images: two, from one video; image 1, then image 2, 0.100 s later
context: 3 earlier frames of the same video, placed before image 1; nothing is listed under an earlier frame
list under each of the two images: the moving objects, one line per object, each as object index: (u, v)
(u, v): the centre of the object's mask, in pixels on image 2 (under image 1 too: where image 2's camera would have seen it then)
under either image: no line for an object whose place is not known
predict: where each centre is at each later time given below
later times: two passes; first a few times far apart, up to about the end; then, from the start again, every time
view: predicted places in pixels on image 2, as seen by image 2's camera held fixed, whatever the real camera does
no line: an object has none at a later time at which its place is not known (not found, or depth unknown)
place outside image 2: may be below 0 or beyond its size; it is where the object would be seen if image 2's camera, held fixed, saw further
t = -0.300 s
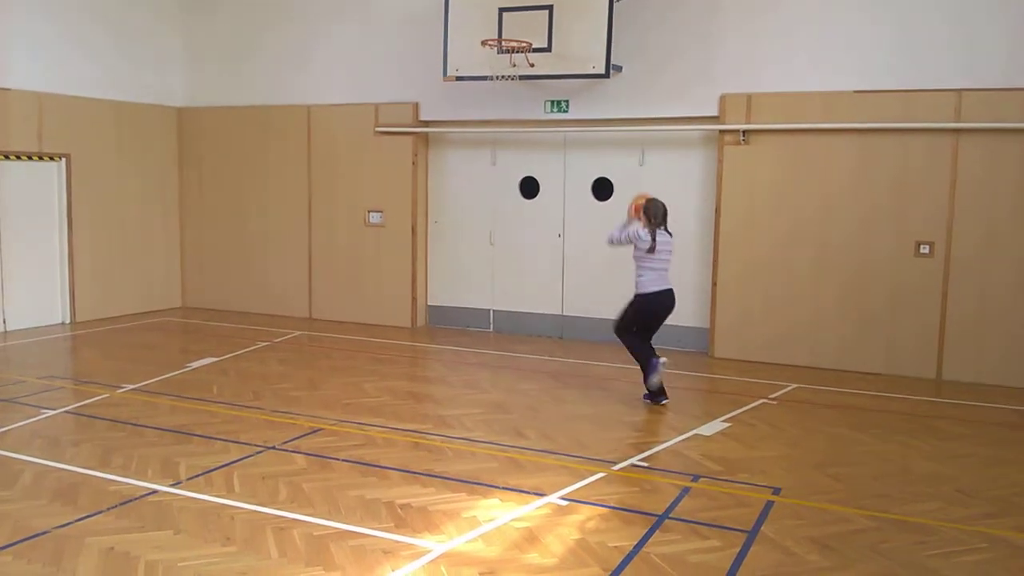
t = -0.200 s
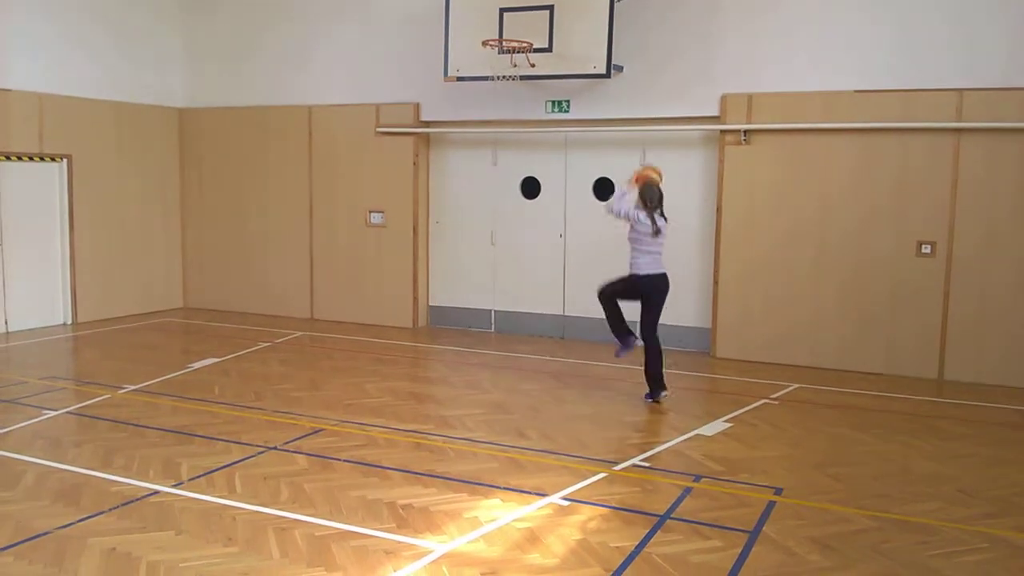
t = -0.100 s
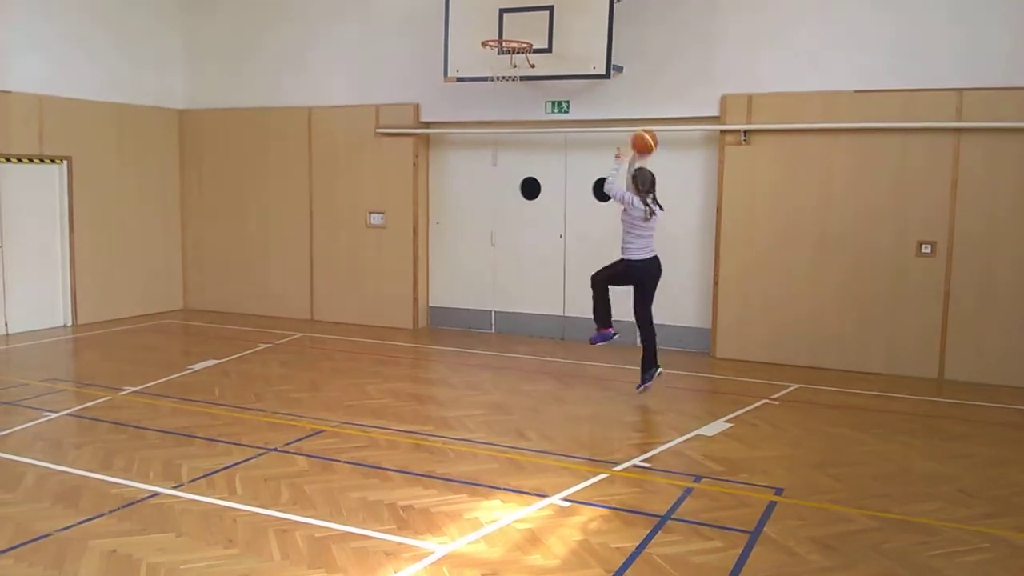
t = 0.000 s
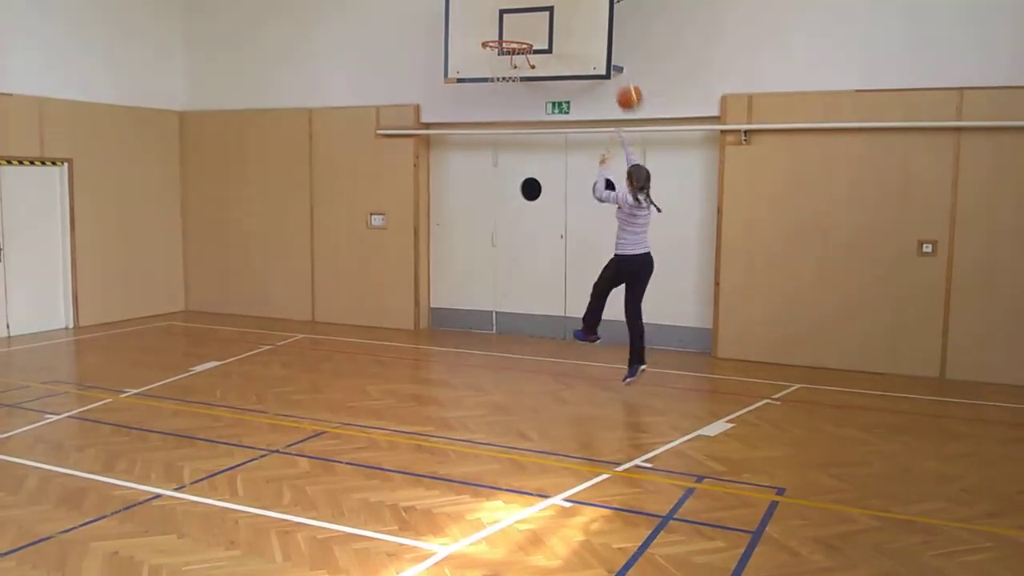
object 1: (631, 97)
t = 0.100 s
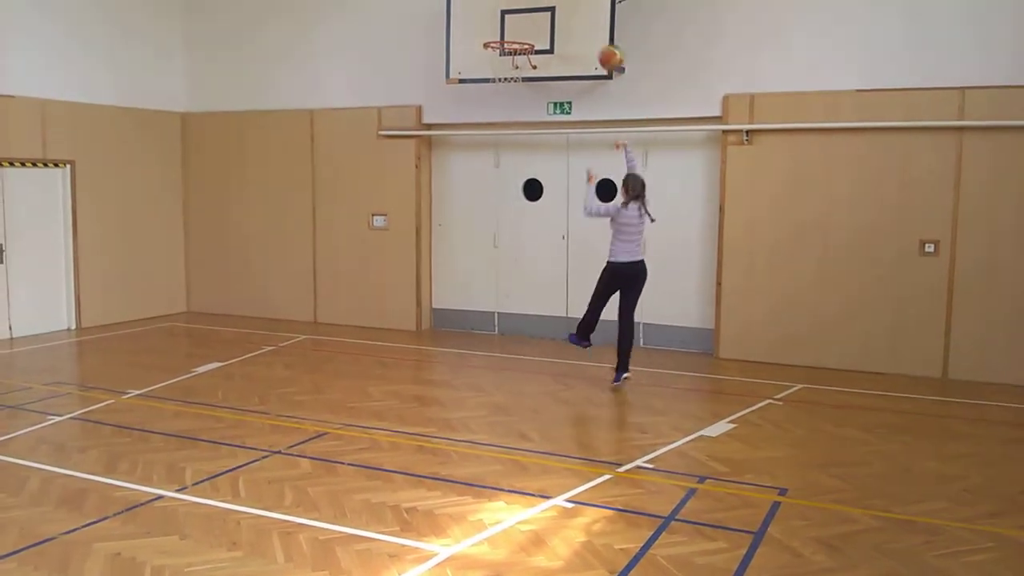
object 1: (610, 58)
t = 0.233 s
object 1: (586, 24)
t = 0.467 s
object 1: (547, 14)
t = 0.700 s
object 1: (502, 51)
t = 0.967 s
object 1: (486, 100)
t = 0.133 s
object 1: (604, 47)
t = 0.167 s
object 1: (599, 38)
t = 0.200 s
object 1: (592, 30)
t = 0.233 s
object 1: (586, 24)
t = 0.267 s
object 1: (580, 19)
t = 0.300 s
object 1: (575, 15)
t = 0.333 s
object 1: (569, 13)
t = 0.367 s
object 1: (564, 12)
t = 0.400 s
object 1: (559, 13)
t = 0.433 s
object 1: (553, 13)
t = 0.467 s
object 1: (547, 14)
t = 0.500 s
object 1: (541, 15)
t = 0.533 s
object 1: (535, 18)
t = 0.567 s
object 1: (529, 22)
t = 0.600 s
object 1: (521, 27)
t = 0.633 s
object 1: (515, 33)
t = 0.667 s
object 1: (509, 40)
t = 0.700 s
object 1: (502, 51)
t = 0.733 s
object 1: (495, 58)
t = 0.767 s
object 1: (491, 67)
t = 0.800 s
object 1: (488, 72)
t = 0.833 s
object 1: (487, 75)
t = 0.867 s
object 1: (487, 80)
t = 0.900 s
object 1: (487, 86)
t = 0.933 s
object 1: (487, 93)
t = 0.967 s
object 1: (486, 100)
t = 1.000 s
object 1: (487, 110)
